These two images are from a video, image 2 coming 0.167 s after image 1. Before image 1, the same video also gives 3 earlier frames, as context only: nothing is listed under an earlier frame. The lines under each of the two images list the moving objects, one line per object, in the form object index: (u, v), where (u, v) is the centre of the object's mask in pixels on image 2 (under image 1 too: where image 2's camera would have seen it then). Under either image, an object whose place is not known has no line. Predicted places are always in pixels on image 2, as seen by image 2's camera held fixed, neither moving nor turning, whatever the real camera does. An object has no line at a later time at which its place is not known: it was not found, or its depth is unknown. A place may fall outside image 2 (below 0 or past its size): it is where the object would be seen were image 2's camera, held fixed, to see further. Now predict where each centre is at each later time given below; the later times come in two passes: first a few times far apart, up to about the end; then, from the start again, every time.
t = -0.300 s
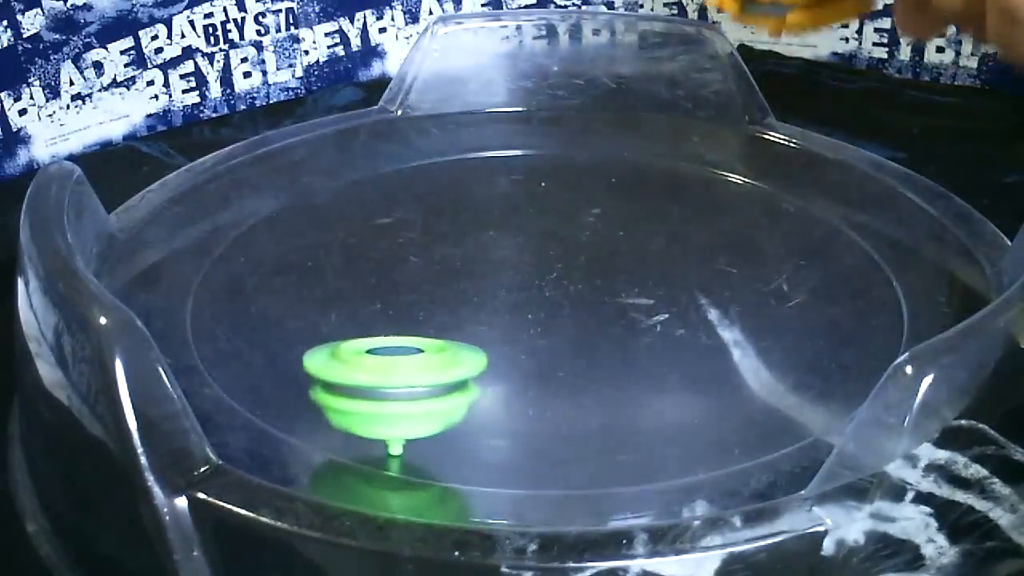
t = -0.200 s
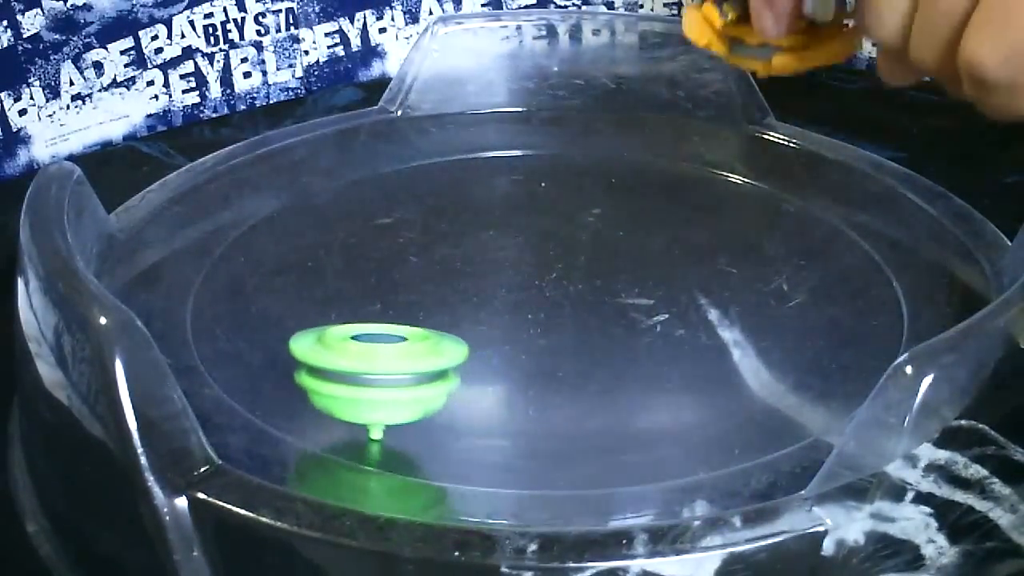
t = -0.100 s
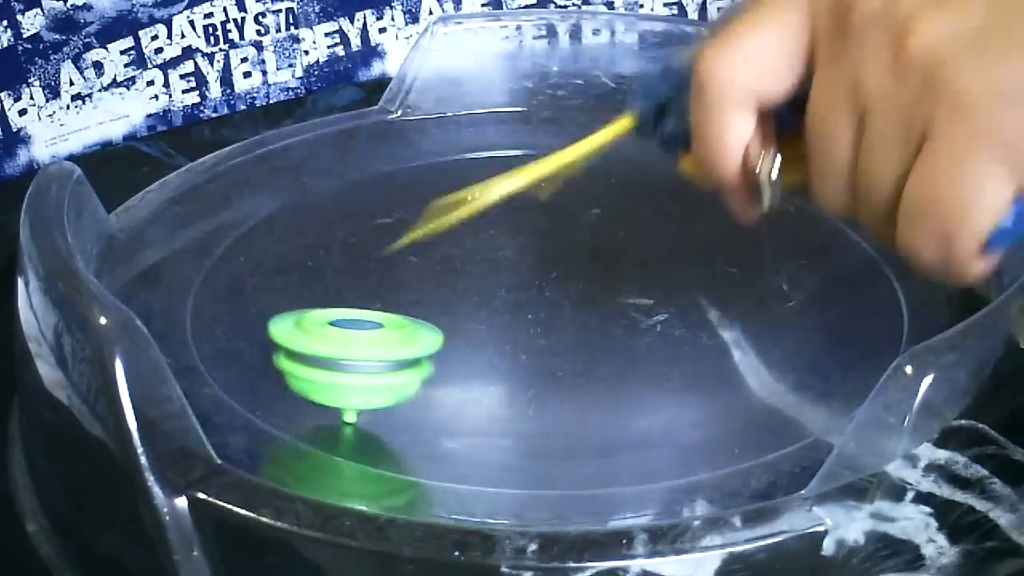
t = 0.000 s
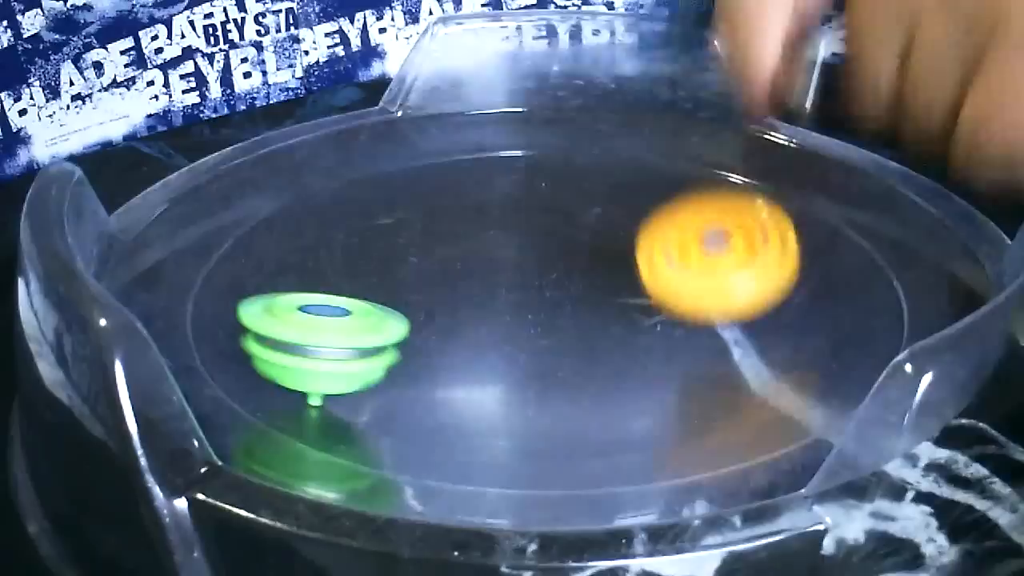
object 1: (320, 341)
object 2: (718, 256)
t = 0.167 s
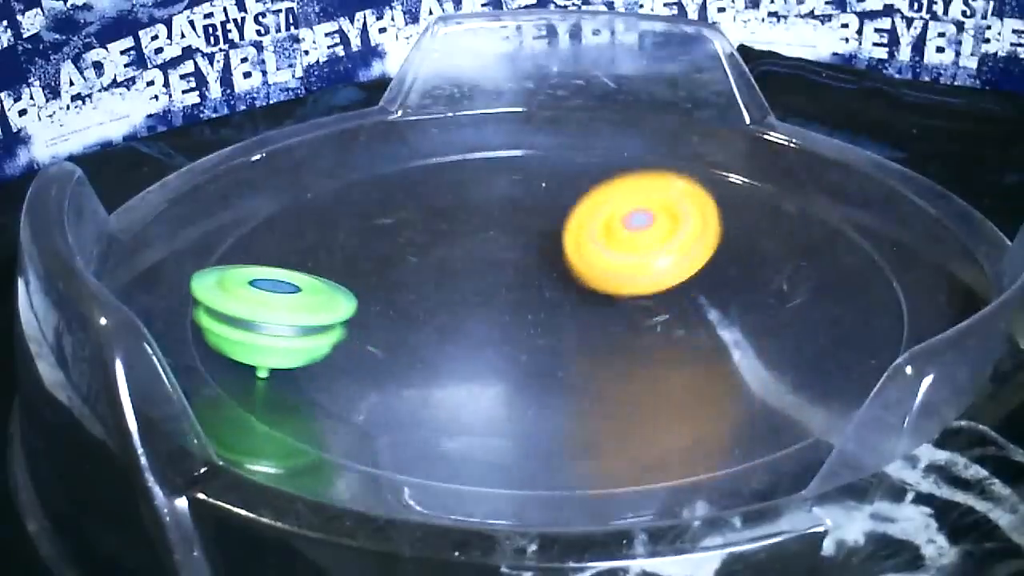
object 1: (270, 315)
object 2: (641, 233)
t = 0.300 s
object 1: (242, 295)
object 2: (603, 265)
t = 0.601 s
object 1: (210, 260)
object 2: (805, 334)
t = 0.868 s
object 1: (307, 247)
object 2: (840, 281)
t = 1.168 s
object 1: (467, 193)
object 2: (828, 249)
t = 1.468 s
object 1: (446, 138)
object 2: (838, 272)
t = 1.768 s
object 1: (486, 209)
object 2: (768, 293)
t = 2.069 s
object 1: (728, 196)
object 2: (838, 332)
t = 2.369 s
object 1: (647, 149)
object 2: (835, 341)
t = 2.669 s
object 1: (601, 309)
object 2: (837, 327)
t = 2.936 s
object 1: (230, 240)
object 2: (791, 257)
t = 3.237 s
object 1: (234, 305)
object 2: (436, 321)
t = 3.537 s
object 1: (467, 361)
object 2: (783, 245)
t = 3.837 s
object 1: (622, 287)
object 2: (257, 318)
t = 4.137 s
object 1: (492, 212)
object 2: (600, 429)
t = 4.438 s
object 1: (410, 276)
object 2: (692, 282)
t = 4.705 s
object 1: (607, 306)
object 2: (271, 231)
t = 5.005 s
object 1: (690, 225)
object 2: (377, 412)
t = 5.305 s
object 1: (521, 247)
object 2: (675, 294)
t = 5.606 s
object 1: (277, 290)
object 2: (603, 174)
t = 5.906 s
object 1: (334, 365)
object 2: (221, 221)
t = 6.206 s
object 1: (598, 338)
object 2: (484, 403)
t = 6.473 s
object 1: (724, 159)
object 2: (710, 329)
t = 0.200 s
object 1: (262, 310)
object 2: (626, 248)
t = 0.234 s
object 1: (255, 305)
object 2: (615, 250)
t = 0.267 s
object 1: (248, 300)
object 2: (607, 256)
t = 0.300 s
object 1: (242, 295)
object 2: (603, 265)
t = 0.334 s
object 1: (237, 291)
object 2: (605, 275)
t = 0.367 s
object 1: (231, 287)
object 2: (613, 287)
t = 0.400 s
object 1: (226, 282)
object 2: (628, 300)
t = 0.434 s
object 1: (221, 278)
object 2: (647, 312)
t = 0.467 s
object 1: (215, 273)
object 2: (672, 322)
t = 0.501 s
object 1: (211, 268)
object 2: (702, 329)
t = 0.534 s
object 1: (207, 264)
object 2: (735, 335)
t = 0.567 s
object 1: (206, 261)
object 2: (770, 336)
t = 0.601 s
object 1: (210, 260)
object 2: (805, 334)
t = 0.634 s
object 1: (215, 259)
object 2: (836, 327)
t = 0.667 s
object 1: (222, 257)
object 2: (866, 318)
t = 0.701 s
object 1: (230, 255)
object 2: (877, 309)
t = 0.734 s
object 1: (241, 253)
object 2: (871, 307)
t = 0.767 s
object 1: (254, 251)
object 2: (864, 303)
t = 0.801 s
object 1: (270, 249)
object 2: (857, 296)
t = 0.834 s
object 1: (288, 247)
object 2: (848, 288)
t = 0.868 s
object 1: (307, 247)
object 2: (840, 281)
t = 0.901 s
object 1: (328, 249)
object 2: (833, 273)
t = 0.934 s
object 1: (351, 249)
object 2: (828, 266)
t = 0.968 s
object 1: (374, 246)
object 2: (823, 260)
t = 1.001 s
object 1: (396, 241)
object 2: (820, 255)
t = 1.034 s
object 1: (416, 233)
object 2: (818, 251)
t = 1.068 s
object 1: (434, 224)
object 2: (817, 249)
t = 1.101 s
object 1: (448, 213)
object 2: (819, 248)
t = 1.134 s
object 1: (459, 203)
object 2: (823, 248)
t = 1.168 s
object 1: (467, 193)
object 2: (828, 249)
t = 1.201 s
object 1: (471, 182)
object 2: (836, 250)
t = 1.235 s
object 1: (472, 173)
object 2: (846, 252)
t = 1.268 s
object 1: (469, 166)
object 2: (856, 253)
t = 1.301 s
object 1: (465, 160)
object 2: (868, 254)
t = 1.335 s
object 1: (459, 155)
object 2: (881, 255)
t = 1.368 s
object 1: (455, 150)
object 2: (884, 257)
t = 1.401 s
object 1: (451, 146)
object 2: (868, 263)
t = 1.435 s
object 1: (448, 142)
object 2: (853, 268)
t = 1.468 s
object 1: (446, 138)
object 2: (838, 272)
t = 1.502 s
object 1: (444, 136)
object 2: (826, 277)
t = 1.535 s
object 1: (442, 135)
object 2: (816, 281)
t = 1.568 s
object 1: (440, 137)
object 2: (807, 285)
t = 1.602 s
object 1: (441, 142)
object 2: (798, 287)
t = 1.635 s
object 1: (444, 150)
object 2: (790, 289)
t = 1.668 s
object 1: (451, 160)
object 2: (783, 290)
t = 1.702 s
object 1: (458, 173)
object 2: (777, 291)
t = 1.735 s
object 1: (468, 191)
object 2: (772, 292)
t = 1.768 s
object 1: (486, 209)
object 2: (768, 293)
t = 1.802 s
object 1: (510, 223)
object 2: (766, 295)
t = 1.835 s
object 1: (539, 235)
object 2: (765, 298)
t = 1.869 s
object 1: (571, 245)
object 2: (766, 301)
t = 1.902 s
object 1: (606, 249)
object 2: (767, 304)
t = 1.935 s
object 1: (640, 249)
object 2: (769, 306)
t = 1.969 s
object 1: (671, 243)
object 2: (773, 308)
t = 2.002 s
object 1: (695, 231)
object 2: (791, 317)
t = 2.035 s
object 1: (714, 214)
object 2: (815, 326)
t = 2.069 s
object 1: (728, 196)
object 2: (838, 332)
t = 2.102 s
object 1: (734, 179)
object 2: (857, 334)
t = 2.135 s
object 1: (738, 164)
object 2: (853, 338)
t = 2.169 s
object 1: (739, 151)
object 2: (847, 341)
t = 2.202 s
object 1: (738, 138)
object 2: (842, 343)
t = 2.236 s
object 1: (720, 137)
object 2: (839, 344)
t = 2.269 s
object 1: (702, 139)
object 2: (837, 344)
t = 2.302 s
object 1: (683, 141)
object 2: (836, 343)
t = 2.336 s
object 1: (666, 144)
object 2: (835, 342)
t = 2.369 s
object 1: (647, 149)
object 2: (835, 341)
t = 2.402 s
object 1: (628, 160)
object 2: (835, 340)
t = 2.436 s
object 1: (606, 174)
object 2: (836, 339)
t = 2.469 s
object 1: (584, 192)
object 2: (837, 338)
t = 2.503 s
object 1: (569, 213)
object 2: (839, 337)
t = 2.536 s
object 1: (560, 234)
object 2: (841, 336)
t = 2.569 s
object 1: (559, 255)
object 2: (844, 334)
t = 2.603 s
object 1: (566, 276)
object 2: (848, 332)
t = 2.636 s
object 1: (580, 294)
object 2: (848, 329)
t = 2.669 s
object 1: (601, 309)
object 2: (837, 327)
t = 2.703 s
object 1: (627, 320)
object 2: (816, 325)
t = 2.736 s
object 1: (593, 322)
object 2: (873, 314)
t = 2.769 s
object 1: (500, 313)
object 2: (922, 255)
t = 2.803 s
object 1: (421, 299)
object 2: (905, 200)
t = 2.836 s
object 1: (355, 281)
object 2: (883, 175)
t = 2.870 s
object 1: (302, 265)
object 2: (857, 182)
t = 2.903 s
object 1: (261, 250)
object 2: (828, 220)
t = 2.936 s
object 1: (230, 240)
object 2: (791, 257)
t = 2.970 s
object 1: (206, 235)
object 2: (729, 246)
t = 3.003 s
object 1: (199, 236)
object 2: (666, 261)
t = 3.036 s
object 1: (211, 245)
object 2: (603, 261)
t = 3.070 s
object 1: (227, 255)
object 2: (543, 266)
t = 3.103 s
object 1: (246, 268)
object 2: (484, 273)
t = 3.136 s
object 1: (268, 281)
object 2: (430, 279)
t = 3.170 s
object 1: (274, 282)
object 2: (405, 285)
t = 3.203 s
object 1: (264, 288)
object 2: (401, 300)
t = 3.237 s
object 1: (234, 305)
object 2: (436, 321)
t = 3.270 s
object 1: (184, 284)
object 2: (564, 323)
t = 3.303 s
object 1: (206, 282)
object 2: (678, 316)
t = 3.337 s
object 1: (235, 309)
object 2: (777, 298)
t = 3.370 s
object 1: (267, 332)
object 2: (855, 275)
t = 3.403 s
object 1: (304, 341)
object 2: (894, 251)
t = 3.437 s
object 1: (344, 347)
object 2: (882, 235)
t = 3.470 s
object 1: (385, 354)
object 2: (866, 246)
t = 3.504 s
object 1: (427, 359)
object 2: (832, 244)
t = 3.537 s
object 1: (467, 361)
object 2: (783, 245)
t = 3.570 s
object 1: (506, 362)
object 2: (722, 247)
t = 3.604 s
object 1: (539, 360)
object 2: (655, 252)
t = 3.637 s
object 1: (568, 355)
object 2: (586, 258)
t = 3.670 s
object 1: (591, 346)
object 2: (516, 264)
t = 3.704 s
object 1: (607, 336)
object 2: (452, 273)
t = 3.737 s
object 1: (618, 324)
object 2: (390, 282)
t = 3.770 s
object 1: (625, 312)
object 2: (337, 292)
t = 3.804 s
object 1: (625, 300)
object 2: (291, 304)
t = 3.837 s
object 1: (622, 287)
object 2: (257, 318)
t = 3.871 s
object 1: (616, 276)
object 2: (236, 336)
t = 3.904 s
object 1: (607, 264)
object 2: (246, 350)
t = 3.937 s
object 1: (595, 254)
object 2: (281, 378)
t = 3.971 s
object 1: (581, 244)
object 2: (325, 396)
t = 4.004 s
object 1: (566, 236)
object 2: (370, 412)
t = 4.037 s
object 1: (550, 228)
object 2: (420, 427)
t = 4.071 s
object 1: (532, 221)
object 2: (479, 433)
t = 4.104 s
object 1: (513, 215)
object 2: (542, 432)
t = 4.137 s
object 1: (492, 212)
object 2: (600, 429)
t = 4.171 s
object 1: (471, 210)
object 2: (655, 424)
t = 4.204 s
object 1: (450, 210)
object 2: (709, 416)
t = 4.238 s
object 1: (431, 213)
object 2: (754, 401)
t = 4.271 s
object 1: (413, 218)
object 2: (782, 382)
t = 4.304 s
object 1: (400, 227)
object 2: (794, 361)
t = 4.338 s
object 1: (393, 238)
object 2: (790, 340)
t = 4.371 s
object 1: (392, 250)
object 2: (769, 320)
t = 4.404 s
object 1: (398, 264)
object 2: (735, 300)
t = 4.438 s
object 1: (410, 276)
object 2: (692, 282)
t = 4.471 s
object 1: (428, 288)
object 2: (642, 266)
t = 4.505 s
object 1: (449, 298)
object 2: (589, 252)
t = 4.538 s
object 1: (474, 306)
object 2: (537, 236)
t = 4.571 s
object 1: (501, 311)
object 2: (474, 229)
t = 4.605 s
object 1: (529, 312)
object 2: (419, 226)
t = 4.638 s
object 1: (556, 312)
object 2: (367, 224)
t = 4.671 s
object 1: (582, 310)
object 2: (317, 225)
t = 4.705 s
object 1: (607, 306)
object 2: (271, 231)
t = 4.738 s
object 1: (629, 300)
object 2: (227, 241)
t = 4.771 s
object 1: (649, 293)
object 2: (196, 254)
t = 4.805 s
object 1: (666, 286)
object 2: (197, 281)
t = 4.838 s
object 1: (681, 276)
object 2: (205, 306)
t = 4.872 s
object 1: (691, 266)
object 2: (225, 332)
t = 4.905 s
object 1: (698, 255)
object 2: (248, 356)
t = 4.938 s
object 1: (700, 244)
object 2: (276, 378)
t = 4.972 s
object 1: (697, 234)
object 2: (325, 397)
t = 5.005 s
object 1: (690, 225)
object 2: (377, 412)
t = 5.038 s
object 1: (677, 217)
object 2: (434, 425)
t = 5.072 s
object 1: (661, 212)
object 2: (497, 430)
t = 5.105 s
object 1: (640, 209)
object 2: (559, 426)
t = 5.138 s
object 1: (618, 210)
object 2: (612, 414)
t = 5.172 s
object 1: (595, 213)
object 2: (651, 397)
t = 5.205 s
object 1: (573, 219)
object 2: (679, 375)
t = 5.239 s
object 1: (553, 227)
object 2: (692, 349)
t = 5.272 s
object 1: (536, 237)
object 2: (691, 322)
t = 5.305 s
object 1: (521, 247)
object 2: (675, 294)
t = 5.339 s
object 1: (501, 256)
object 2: (661, 270)
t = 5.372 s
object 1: (442, 256)
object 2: (692, 249)
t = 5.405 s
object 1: (392, 255)
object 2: (710, 230)
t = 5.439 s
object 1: (355, 257)
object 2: (718, 215)
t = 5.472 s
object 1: (329, 261)
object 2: (714, 202)
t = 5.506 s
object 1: (312, 268)
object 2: (699, 191)
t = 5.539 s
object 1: (298, 275)
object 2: (675, 184)
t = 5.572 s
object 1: (287, 282)
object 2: (642, 179)
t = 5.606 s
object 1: (277, 290)
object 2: (603, 174)
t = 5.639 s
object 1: (269, 298)
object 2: (558, 171)
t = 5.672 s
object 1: (261, 306)
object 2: (508, 168)
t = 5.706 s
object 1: (256, 314)
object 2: (455, 166)
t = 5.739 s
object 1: (255, 323)
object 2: (403, 168)
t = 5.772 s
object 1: (258, 333)
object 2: (353, 171)
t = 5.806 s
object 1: (268, 342)
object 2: (308, 177)
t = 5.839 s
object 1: (284, 352)
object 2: (269, 185)
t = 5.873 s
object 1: (306, 360)
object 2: (242, 202)
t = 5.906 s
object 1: (334, 365)
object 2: (221, 221)
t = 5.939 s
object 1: (364, 369)
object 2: (205, 243)
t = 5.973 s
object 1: (395, 371)
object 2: (197, 267)
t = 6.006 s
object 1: (429, 373)
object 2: (201, 293)
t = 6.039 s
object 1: (462, 372)
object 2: (217, 319)
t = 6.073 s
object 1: (494, 369)
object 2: (244, 345)
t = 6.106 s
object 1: (524, 364)
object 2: (287, 368)
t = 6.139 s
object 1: (550, 358)
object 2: (343, 385)
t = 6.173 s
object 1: (573, 350)
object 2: (410, 397)
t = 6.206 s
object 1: (598, 338)
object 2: (484, 403)
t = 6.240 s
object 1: (630, 319)
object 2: (535, 404)
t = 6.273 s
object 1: (660, 301)
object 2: (587, 398)
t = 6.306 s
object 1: (683, 281)
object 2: (635, 386)
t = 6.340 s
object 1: (699, 262)
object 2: (675, 368)
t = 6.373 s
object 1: (709, 245)
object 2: (704, 346)
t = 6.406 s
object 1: (714, 228)
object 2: (721, 321)
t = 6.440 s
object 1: (723, 196)
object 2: (719, 325)
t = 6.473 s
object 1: (724, 159)
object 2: (710, 329)
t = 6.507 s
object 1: (724, 129)
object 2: (699, 329)
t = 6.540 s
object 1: (714, 106)
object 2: (688, 325)
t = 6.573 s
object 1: (688, 111)
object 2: (675, 319)
